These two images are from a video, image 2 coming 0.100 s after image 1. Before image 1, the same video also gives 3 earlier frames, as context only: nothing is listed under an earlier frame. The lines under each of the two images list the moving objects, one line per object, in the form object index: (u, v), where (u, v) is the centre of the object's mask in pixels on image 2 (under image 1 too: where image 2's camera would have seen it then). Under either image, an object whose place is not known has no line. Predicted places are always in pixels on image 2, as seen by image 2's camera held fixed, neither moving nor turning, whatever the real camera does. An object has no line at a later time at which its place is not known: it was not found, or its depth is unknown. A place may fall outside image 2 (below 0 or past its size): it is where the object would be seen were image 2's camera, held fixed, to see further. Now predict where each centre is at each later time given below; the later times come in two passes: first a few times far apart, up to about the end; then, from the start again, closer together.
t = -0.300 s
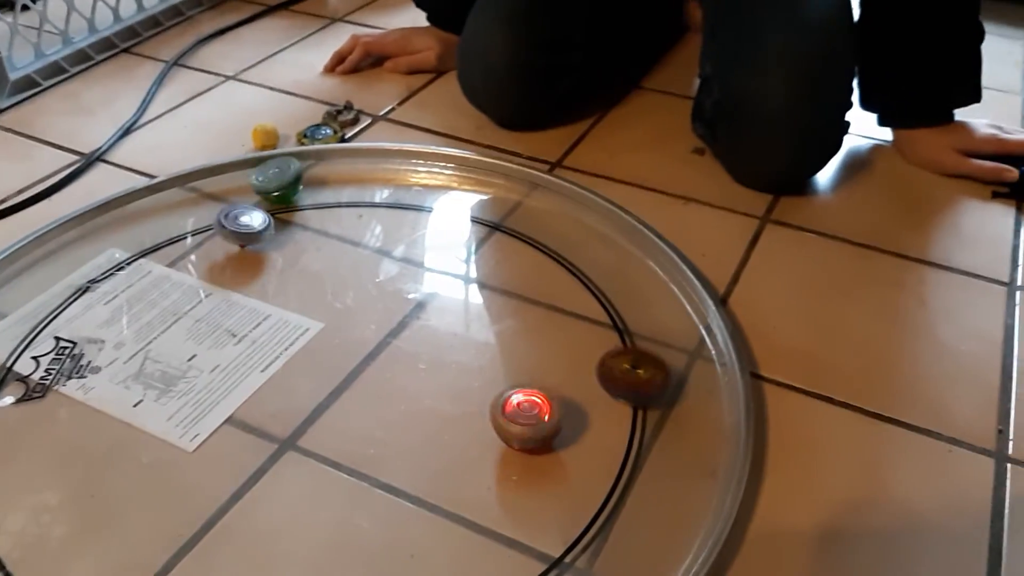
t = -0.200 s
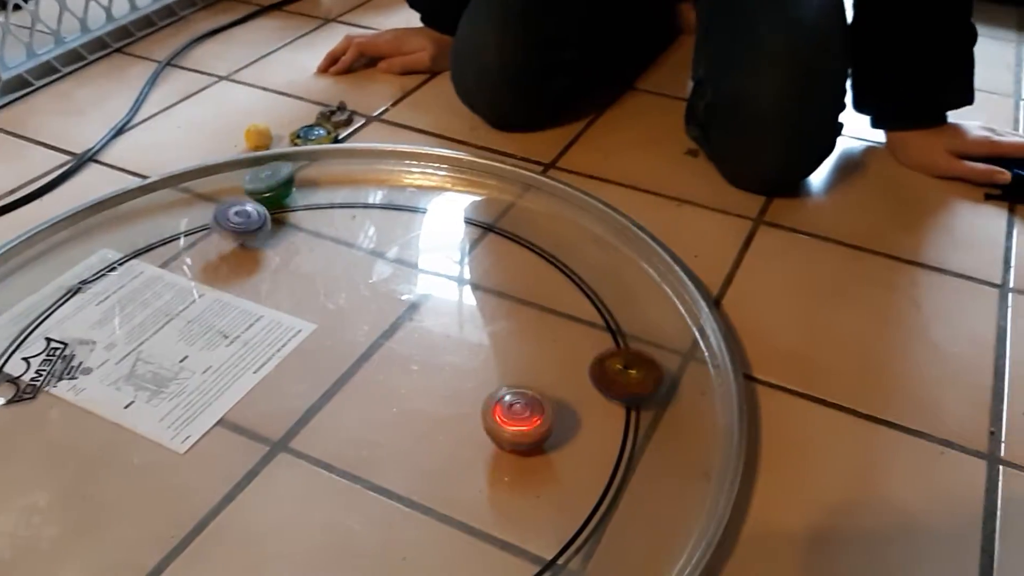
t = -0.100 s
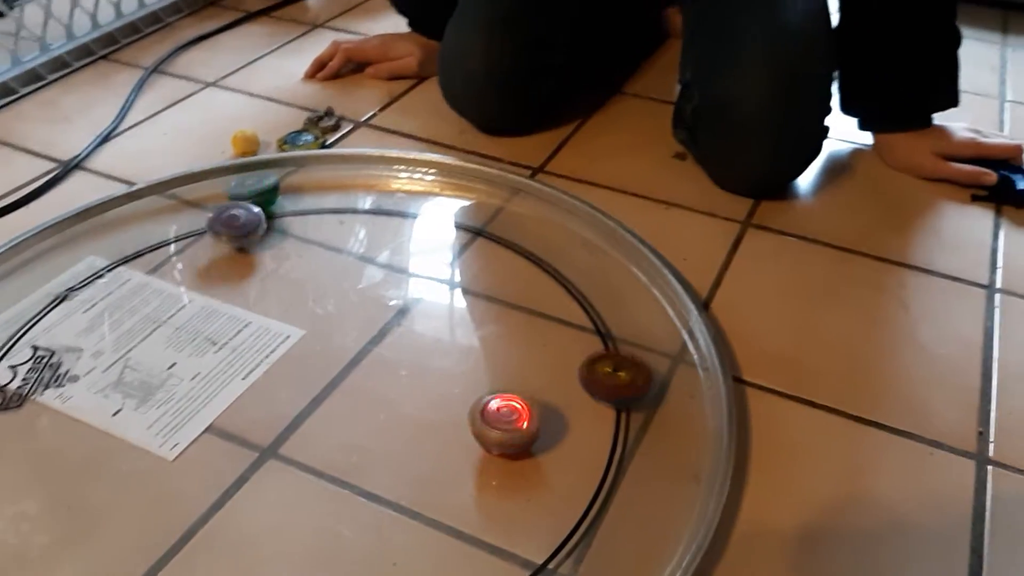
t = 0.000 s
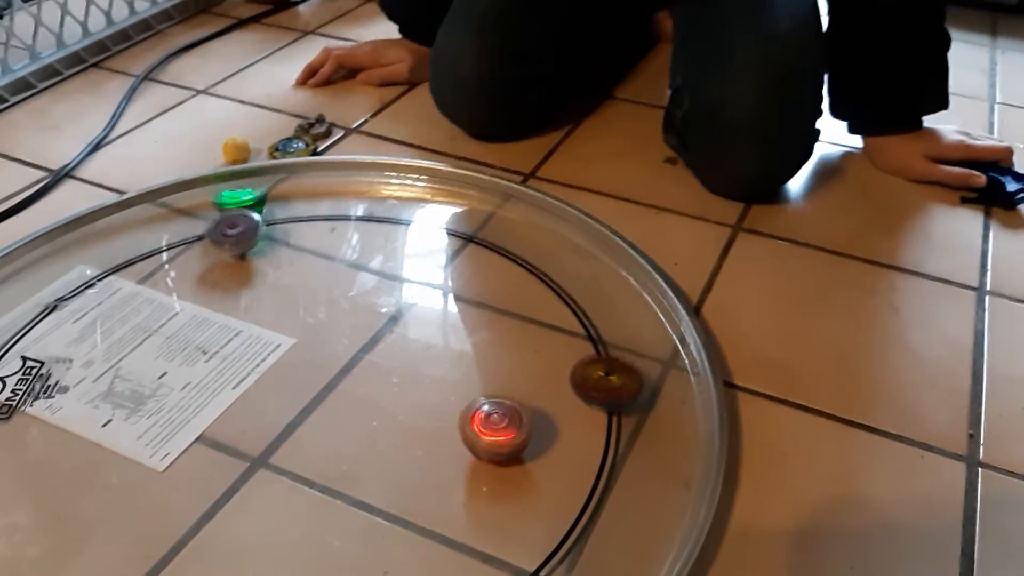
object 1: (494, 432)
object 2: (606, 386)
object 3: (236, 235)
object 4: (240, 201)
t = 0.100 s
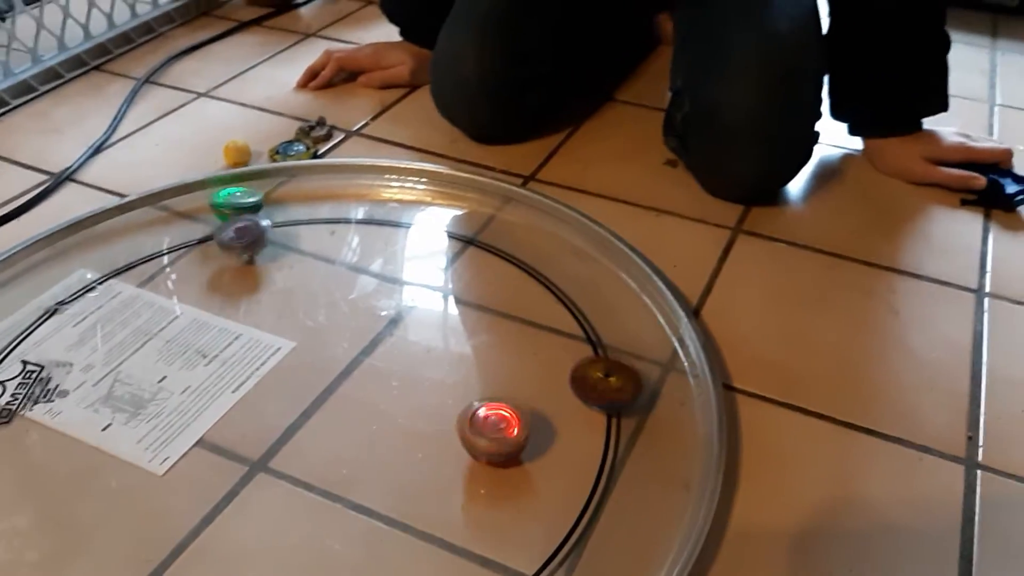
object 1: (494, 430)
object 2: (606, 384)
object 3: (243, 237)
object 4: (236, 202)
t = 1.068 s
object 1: (513, 427)
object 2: (616, 379)
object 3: (244, 231)
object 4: (238, 196)
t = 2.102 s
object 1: (522, 432)
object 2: (610, 383)
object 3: (239, 232)
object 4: (236, 196)
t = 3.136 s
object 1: (538, 422)
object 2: (604, 381)
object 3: (239, 251)
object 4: (239, 196)
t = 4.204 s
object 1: (556, 431)
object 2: (610, 383)
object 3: (248, 237)
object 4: (237, 197)
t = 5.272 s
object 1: (558, 425)
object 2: (616, 374)
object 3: (222, 237)
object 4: (233, 193)
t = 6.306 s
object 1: (568, 430)
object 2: (611, 379)
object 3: (257, 238)
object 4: (233, 191)
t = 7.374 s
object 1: (509, 393)
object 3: (281, 224)
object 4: (233, 194)
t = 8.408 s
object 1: (462, 392)
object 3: (317, 217)
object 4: (233, 197)
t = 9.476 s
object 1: (494, 459)
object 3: (351, 234)
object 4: (230, 195)
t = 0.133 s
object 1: (494, 430)
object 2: (607, 384)
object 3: (245, 237)
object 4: (233, 203)
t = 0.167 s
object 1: (494, 429)
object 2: (608, 383)
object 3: (247, 238)
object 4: (233, 203)
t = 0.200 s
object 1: (493, 429)
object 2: (607, 382)
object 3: (247, 240)
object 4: (232, 202)
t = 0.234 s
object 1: (494, 428)
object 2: (608, 383)
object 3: (248, 242)
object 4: (231, 200)
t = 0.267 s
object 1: (494, 428)
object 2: (609, 382)
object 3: (248, 243)
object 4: (231, 202)
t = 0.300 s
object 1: (495, 427)
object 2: (608, 381)
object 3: (247, 245)
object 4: (230, 200)
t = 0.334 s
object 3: (244, 246)
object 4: (231, 199)
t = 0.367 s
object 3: (243, 247)
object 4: (231, 198)
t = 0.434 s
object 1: (497, 426)
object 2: (610, 380)
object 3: (239, 249)
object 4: (231, 196)
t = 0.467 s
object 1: (498, 425)
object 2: (611, 380)
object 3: (237, 250)
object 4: (233, 194)
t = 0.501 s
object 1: (499, 424)
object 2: (613, 378)
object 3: (235, 250)
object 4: (234, 194)
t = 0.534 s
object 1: (500, 424)
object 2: (612, 378)
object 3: (232, 250)
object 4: (235, 194)
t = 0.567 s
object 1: (502, 423)
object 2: (613, 379)
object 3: (229, 249)
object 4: (236, 193)
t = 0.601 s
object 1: (503, 423)
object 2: (614, 379)
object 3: (225, 248)
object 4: (236, 192)
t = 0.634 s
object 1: (503, 422)
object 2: (614, 378)
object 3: (224, 247)
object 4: (237, 192)
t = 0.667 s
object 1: (503, 422)
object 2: (615, 378)
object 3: (224, 246)
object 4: (239, 193)
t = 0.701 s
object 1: (507, 423)
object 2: (617, 379)
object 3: (223, 244)
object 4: (241, 192)
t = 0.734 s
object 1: (510, 424)
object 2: (617, 377)
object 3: (224, 243)
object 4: (242, 193)
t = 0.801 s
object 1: (511, 424)
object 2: (616, 378)
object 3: (226, 240)
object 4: (242, 195)
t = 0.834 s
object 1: (508, 423)
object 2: (619, 379)
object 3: (227, 239)
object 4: (242, 195)
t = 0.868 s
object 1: (508, 425)
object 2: (617, 379)
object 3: (229, 238)
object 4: (243, 195)
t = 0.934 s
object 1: (511, 426)
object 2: (617, 380)
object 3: (234, 235)
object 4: (240, 195)
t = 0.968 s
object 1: (511, 426)
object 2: (615, 379)
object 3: (238, 233)
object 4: (241, 195)
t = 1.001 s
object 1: (512, 427)
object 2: (617, 380)
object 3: (239, 232)
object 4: (239, 195)
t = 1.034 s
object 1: (512, 427)
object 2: (617, 380)
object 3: (241, 232)
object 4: (238, 195)
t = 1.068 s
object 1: (513, 427)
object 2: (616, 379)
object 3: (244, 231)
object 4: (238, 196)
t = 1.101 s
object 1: (514, 428)
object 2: (615, 380)
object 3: (246, 231)
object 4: (235, 198)
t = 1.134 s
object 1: (514, 428)
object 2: (616, 380)
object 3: (249, 231)
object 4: (236, 197)
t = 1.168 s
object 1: (515, 428)
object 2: (616, 380)
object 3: (251, 232)
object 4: (233, 200)
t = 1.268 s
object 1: (516, 430)
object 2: (616, 381)
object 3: (257, 234)
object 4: (232, 198)
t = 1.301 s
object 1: (516, 430)
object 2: (615, 381)
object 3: (258, 235)
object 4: (232, 198)
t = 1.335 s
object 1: (516, 431)
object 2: (615, 382)
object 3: (258, 239)
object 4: (232, 197)
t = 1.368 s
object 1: (517, 432)
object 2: (616, 382)
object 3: (258, 239)
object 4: (232, 197)
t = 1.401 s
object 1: (517, 433)
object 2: (615, 382)
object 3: (258, 240)
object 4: (232, 196)
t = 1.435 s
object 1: (518, 432)
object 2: (615, 383)
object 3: (257, 242)
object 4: (233, 197)
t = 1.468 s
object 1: (518, 434)
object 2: (614, 382)
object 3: (256, 243)
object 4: (234, 197)
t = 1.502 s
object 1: (517, 433)
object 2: (614, 383)
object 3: (254, 245)
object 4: (235, 196)
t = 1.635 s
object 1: (519, 433)
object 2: (613, 384)
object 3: (242, 247)
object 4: (237, 194)
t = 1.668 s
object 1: (518, 433)
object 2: (614, 384)
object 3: (241, 247)
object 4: (237, 193)
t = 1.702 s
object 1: (519, 434)
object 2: (613, 383)
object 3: (238, 247)
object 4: (238, 194)
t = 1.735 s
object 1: (520, 434)
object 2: (612, 384)
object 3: (236, 246)
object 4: (239, 194)
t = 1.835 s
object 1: (519, 433)
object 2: (612, 384)
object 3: (231, 243)
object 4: (240, 195)
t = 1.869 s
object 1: (521, 433)
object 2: (613, 384)
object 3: (230, 243)
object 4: (241, 196)
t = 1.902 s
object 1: (520, 433)
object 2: (612, 383)
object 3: (230, 241)
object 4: (240, 196)
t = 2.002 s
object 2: (611, 383)
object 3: (233, 237)
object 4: (239, 197)
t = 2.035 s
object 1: (521, 433)
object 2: (610, 384)
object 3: (234, 235)
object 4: (238, 197)
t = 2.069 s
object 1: (521, 431)
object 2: (611, 384)
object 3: (236, 234)
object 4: (237, 196)
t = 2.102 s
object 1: (522, 432)
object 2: (610, 383)
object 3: (239, 232)
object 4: (236, 196)
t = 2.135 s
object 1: (522, 431)
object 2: (609, 384)
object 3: (240, 231)
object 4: (236, 197)
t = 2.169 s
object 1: (523, 431)
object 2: (610, 384)
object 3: (243, 230)
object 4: (235, 198)
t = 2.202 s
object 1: (523, 430)
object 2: (609, 383)
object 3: (245, 229)
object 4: (233, 199)
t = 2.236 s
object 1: (524, 431)
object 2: (608, 383)
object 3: (249, 229)
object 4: (232, 199)
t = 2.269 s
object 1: (524, 430)
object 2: (609, 383)
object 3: (251, 228)
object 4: (231, 199)
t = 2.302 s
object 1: (525, 430)
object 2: (608, 383)
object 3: (253, 229)
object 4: (230, 199)
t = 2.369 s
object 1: (524, 429)
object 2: (608, 383)
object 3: (259, 230)
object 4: (231, 196)
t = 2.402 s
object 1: (526, 429)
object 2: (607, 382)
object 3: (261, 231)
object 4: (231, 196)
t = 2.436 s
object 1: (526, 429)
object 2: (606, 383)
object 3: (262, 231)
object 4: (231, 196)
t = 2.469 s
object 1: (527, 428)
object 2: (607, 383)
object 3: (264, 232)
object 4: (232, 195)
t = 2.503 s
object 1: (527, 428)
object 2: (606, 382)
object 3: (265, 233)
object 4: (232, 195)
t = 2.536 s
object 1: (527, 427)
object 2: (605, 382)
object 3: (266, 234)
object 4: (233, 195)
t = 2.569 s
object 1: (528, 427)
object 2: (606, 382)
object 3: (266, 235)
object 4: (234, 194)
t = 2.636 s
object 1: (529, 427)
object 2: (604, 382)
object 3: (266, 238)
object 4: (236, 193)
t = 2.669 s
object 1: (529, 426)
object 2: (605, 382)
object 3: (265, 239)
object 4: (237, 194)
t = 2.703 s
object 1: (529, 425)
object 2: (604, 381)
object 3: (265, 240)
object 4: (237, 193)
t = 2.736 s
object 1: (531, 426)
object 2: (604, 382)
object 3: (264, 242)
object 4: (238, 193)
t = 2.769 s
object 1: (532, 425)
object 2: (604, 381)
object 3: (262, 243)
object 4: (239, 194)
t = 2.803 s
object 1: (531, 425)
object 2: (603, 381)
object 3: (261, 245)
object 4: (240, 194)
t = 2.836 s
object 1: (532, 424)
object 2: (604, 382)
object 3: (259, 246)
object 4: (240, 195)
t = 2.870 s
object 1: (533, 424)
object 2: (604, 381)
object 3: (258, 247)
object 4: (240, 195)
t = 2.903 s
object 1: (533, 424)
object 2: (603, 381)
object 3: (255, 247)
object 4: (240, 196)
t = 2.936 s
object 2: (604, 381)
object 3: (253, 248)
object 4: (240, 196)
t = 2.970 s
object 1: (535, 423)
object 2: (603, 380)
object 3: (251, 249)
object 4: (240, 196)
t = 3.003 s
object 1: (536, 424)
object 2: (603, 381)
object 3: (248, 250)
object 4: (239, 196)
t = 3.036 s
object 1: (536, 423)
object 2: (604, 381)
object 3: (245, 250)
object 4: (239, 197)
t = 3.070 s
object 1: (538, 423)
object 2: (603, 380)
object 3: (242, 251)
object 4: (241, 201)
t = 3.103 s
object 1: (538, 422)
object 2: (603, 381)
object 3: (241, 251)
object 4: (241, 201)
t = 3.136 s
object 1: (538, 422)
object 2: (604, 381)
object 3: (239, 251)
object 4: (239, 196)
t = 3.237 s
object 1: (541, 423)
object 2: (604, 381)
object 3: (229, 251)
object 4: (238, 200)
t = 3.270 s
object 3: (226, 251)
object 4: (236, 196)
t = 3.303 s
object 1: (542, 423)
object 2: (604, 382)
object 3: (225, 250)
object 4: (236, 196)
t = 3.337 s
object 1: (543, 423)
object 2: (604, 381)
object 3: (223, 249)
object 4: (236, 196)
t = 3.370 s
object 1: (544, 423)
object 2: (604, 381)
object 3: (221, 249)
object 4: (235, 195)
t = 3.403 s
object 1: (545, 423)
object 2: (605, 382)
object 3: (219, 247)
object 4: (236, 195)
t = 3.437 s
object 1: (546, 423)
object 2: (605, 380)
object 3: (218, 247)
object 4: (236, 194)
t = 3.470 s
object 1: (548, 424)
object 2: (606, 382)
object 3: (217, 245)
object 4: (237, 194)
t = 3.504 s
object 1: (549, 426)
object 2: (607, 382)
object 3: (217, 244)
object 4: (238, 193)
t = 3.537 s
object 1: (549, 425)
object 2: (606, 381)
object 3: (217, 242)
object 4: (238, 193)
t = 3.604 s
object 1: (551, 425)
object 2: (608, 382)
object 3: (218, 240)
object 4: (239, 193)
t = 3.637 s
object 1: (551, 426)
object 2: (607, 382)
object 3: (218, 239)
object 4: (240, 192)
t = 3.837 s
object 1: (552, 429)
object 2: (609, 384)
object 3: (230, 232)
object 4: (239, 192)
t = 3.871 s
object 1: (552, 430)
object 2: (609, 383)
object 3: (231, 231)
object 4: (239, 192)
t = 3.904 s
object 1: (554, 429)
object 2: (608, 383)
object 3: (234, 231)
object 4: (239, 193)
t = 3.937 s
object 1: (554, 431)
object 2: (610, 383)
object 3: (236, 231)
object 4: (239, 192)
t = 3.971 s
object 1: (554, 430)
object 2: (610, 382)
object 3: (238, 231)
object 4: (242, 195)
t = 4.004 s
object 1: (555, 430)
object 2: (609, 383)
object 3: (240, 232)
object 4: (238, 194)
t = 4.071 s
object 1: (555, 430)
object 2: (609, 383)
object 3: (243, 233)
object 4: (239, 197)
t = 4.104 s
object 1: (555, 431)
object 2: (609, 383)
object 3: (244, 233)
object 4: (239, 197)
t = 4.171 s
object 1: (555, 431)
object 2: (609, 383)
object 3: (247, 236)
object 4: (237, 198)
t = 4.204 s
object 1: (556, 431)
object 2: (610, 383)
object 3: (248, 237)
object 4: (237, 197)
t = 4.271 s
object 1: (557, 430)
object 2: (610, 383)
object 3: (250, 239)
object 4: (237, 197)
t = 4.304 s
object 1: (557, 431)
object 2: (610, 383)
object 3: (250, 240)
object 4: (237, 196)
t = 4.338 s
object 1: (558, 430)
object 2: (609, 382)
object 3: (251, 241)
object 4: (236, 194)
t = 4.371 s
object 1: (559, 430)
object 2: (610, 382)
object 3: (251, 242)
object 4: (236, 193)
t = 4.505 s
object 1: (562, 428)
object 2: (609, 382)
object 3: (249, 246)
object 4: (238, 192)
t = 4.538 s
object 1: (564, 428)
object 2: (609, 383)
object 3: (248, 247)
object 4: (238, 192)
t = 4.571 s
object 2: (610, 382)
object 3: (247, 247)
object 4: (238, 192)
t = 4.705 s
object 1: (567, 428)
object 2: (609, 382)
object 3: (242, 249)
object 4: (240, 195)
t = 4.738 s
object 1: (565, 429)
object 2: (610, 382)
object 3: (240, 249)
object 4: (241, 195)
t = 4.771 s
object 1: (565, 429)
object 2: (609, 381)
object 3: (238, 249)
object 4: (241, 196)
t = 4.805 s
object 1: (566, 429)
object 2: (612, 381)
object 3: (236, 249)
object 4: (241, 197)
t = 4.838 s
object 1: (566, 429)
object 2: (612, 379)
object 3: (234, 249)
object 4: (240, 197)
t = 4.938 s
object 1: (560, 430)
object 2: (616, 378)
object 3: (230, 247)
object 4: (239, 198)
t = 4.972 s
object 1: (559, 430)
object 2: (618, 378)
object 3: (228, 247)
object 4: (238, 199)
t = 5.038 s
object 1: (556, 430)
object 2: (613, 375)
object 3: (227, 245)
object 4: (236, 198)
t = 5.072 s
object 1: (557, 429)
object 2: (614, 374)
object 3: (225, 244)
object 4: (235, 198)
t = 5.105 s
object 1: (557, 429)
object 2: (614, 374)
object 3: (224, 243)
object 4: (235, 198)
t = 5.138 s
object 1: (557, 428)
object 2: (616, 374)
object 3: (223, 242)
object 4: (234, 198)
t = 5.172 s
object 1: (557, 428)
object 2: (615, 373)
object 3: (222, 241)
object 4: (234, 197)
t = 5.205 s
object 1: (558, 427)
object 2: (616, 374)
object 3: (222, 240)
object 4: (234, 196)
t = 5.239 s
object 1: (558, 426)
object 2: (617, 373)
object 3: (222, 238)
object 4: (233, 193)
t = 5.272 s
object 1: (558, 425)
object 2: (616, 374)
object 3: (222, 237)
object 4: (233, 193)
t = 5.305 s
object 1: (557, 425)
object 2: (617, 373)
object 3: (223, 236)
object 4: (234, 192)
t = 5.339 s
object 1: (557, 425)
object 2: (616, 372)
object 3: (224, 234)
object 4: (234, 191)
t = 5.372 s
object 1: (559, 424)
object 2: (617, 374)
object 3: (225, 232)
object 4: (236, 190)
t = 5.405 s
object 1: (559, 424)
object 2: (616, 373)
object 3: (226, 231)
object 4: (236, 190)
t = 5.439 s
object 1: (561, 423)
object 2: (615, 373)
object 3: (227, 230)
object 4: (236, 190)
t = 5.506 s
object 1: (562, 423)
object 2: (615, 374)
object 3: (231, 228)
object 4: (236, 189)
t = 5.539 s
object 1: (564, 423)
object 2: (617, 375)
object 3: (233, 228)
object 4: (236, 189)
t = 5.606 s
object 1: (566, 423)
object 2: (616, 375)
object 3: (236, 227)
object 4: (236, 189)
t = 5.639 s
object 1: (567, 424)
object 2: (616, 374)
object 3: (239, 227)
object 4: (237, 189)
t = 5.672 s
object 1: (568, 425)
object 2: (615, 375)
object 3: (240, 227)
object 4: (237, 190)
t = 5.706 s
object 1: (568, 425)
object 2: (616, 375)
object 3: (243, 228)
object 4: (237, 190)
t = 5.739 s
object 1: (569, 426)
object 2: (615, 375)
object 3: (246, 227)
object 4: (237, 192)
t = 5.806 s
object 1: (569, 427)
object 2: (615, 375)
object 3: (250, 228)
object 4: (235, 193)
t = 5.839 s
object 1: (570, 427)
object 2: (615, 376)
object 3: (251, 229)
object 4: (236, 196)
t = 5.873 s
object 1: (570, 427)
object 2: (615, 376)
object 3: (253, 230)
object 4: (236, 196)
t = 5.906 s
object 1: (570, 428)
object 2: (614, 376)
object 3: (254, 231)
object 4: (233, 194)
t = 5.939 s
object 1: (570, 429)
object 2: (615, 376)
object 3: (255, 232)
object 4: (233, 194)
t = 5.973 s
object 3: (256, 233)
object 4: (234, 197)
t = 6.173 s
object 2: (613, 378)
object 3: (258, 238)
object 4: (231, 192)
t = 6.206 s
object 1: (568, 430)
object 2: (611, 377)
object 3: (257, 238)
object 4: (232, 192)
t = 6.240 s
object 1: (568, 430)
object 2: (612, 378)
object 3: (257, 238)
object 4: (232, 192)
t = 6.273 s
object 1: (568, 430)
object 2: (612, 378)
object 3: (257, 238)
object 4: (233, 191)
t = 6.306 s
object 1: (568, 430)
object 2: (611, 379)
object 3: (257, 238)
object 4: (233, 191)
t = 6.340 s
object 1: (567, 429)
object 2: (611, 378)
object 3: (256, 238)
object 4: (233, 191)
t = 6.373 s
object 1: (567, 429)
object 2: (609, 379)
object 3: (255, 238)
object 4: (233, 191)
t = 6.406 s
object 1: (567, 429)
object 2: (611, 378)
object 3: (255, 238)
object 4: (233, 191)
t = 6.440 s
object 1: (567, 428)
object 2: (609, 379)
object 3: (254, 237)
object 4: (234, 191)
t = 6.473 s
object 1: (567, 428)
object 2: (609, 379)
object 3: (254, 237)
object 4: (234, 192)
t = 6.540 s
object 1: (567, 427)
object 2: (608, 380)
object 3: (253, 234)
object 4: (234, 192)
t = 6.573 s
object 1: (568, 427)
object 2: (609, 378)
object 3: (252, 234)
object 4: (234, 191)
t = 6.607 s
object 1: (568, 426)
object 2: (608, 379)
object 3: (253, 232)
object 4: (234, 192)
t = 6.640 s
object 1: (568, 426)
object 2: (610, 377)
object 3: (253, 231)
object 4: (234, 192)
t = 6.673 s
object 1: (547, 431)
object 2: (627, 379)
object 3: (253, 230)
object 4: (235, 195)
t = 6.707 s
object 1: (537, 432)
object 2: (644, 372)
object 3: (253, 229)
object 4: (235, 195)
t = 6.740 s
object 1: (518, 435)
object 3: (254, 227)
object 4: (234, 194)
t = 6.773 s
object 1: (506, 435)
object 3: (255, 226)
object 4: (233, 194)
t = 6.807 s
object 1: (496, 435)
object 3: (256, 224)
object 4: (233, 194)
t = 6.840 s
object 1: (488, 433)
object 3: (257, 224)
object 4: (232, 194)
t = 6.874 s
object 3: (259, 223)
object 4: (231, 194)
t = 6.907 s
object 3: (261, 222)
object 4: (231, 194)
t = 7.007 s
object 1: (472, 417)
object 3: (266, 221)
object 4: (231, 193)
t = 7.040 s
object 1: (472, 411)
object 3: (268, 220)
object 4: (231, 194)
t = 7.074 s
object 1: (473, 408)
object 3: (271, 220)
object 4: (231, 194)
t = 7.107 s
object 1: (475, 403)
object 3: (272, 221)
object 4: (232, 193)
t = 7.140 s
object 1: (477, 400)
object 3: (274, 221)
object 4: (231, 192)
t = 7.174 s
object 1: (482, 397)
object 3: (276, 222)
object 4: (232, 192)
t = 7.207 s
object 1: (486, 395)
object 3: (277, 221)
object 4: (232, 192)
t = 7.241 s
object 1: (488, 393)
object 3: (279, 221)
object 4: (232, 191)
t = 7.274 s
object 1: (494, 392)
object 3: (280, 222)
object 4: (232, 192)
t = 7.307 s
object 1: (499, 392)
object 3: (281, 223)
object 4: (232, 192)
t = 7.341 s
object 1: (502, 392)
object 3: (282, 223)
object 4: (233, 193)
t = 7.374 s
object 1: (509, 393)
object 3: (281, 224)
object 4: (233, 194)
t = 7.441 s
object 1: (518, 399)
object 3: (284, 225)
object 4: (234, 195)
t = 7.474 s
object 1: (524, 400)
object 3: (288, 227)
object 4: (234, 195)
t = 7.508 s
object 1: (526, 404)
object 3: (284, 225)
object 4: (234, 196)
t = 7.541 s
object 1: (529, 407)
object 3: (288, 228)
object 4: (234, 197)
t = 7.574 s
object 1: (531, 412)
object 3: (289, 228)
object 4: (233, 197)
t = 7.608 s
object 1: (531, 417)
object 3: (290, 229)
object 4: (233, 197)
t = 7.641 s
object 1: (530, 422)
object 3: (290, 230)
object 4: (233, 196)
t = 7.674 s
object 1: (529, 425)
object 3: (290, 230)
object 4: (232, 196)
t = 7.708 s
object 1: (526, 429)
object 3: (291, 229)
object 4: (231, 196)
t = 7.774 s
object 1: (518, 435)
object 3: (291, 229)
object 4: (230, 196)
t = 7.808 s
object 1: (513, 439)
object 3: (292, 229)
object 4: (231, 196)
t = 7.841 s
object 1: (508, 440)
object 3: (294, 230)
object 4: (230, 196)
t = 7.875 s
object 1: (503, 442)
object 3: (294, 229)
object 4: (232, 195)
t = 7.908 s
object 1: (496, 443)
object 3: (295, 229)
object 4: (232, 195)
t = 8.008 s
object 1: (477, 440)
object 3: (297, 226)
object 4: (231, 192)
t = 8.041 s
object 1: (472, 438)
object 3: (298, 226)
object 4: (231, 192)
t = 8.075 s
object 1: (467, 435)
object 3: (300, 225)
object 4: (231, 192)
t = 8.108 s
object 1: (463, 432)
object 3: (302, 224)
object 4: (232, 192)
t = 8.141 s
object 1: (459, 428)
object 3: (303, 223)
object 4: (231, 193)
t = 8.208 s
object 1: (455, 419)
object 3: (306, 221)
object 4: (232, 193)
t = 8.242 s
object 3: (308, 220)
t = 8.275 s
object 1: (454, 410)
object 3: (309, 219)
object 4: (233, 195)
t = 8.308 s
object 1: (455, 406)
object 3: (311, 218)
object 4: (234, 196)
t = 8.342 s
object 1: (457, 403)
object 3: (314, 218)
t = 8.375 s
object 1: (458, 397)
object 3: (316, 217)
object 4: (233, 197)
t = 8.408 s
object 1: (462, 392)
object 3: (317, 217)
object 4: (233, 197)
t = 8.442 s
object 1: (466, 390)
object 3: (319, 216)
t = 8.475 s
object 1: (469, 386)
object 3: (322, 216)
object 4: (233, 197)
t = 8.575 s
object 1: (485, 380)
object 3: (328, 215)
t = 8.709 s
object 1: (508, 381)
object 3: (335, 217)
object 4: (229, 193)
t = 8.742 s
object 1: (511, 383)
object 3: (338, 217)
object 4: (230, 193)
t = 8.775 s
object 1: (518, 385)
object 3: (339, 218)
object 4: (230, 192)
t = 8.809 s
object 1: (524, 387)
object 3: (340, 219)
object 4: (230, 192)
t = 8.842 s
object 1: (527, 391)
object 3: (342, 219)
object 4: (230, 192)
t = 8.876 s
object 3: (343, 219)
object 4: (230, 192)
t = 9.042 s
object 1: (541, 415)
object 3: (348, 224)
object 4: (230, 193)
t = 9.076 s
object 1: (542, 420)
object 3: (350, 225)
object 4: (231, 193)
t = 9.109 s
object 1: (541, 425)
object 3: (351, 225)
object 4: (231, 192)
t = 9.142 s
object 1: (539, 430)
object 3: (350, 226)
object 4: (231, 193)
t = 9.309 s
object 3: (352, 231)
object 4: (231, 195)
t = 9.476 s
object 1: (494, 459)
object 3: (351, 234)
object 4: (230, 195)
